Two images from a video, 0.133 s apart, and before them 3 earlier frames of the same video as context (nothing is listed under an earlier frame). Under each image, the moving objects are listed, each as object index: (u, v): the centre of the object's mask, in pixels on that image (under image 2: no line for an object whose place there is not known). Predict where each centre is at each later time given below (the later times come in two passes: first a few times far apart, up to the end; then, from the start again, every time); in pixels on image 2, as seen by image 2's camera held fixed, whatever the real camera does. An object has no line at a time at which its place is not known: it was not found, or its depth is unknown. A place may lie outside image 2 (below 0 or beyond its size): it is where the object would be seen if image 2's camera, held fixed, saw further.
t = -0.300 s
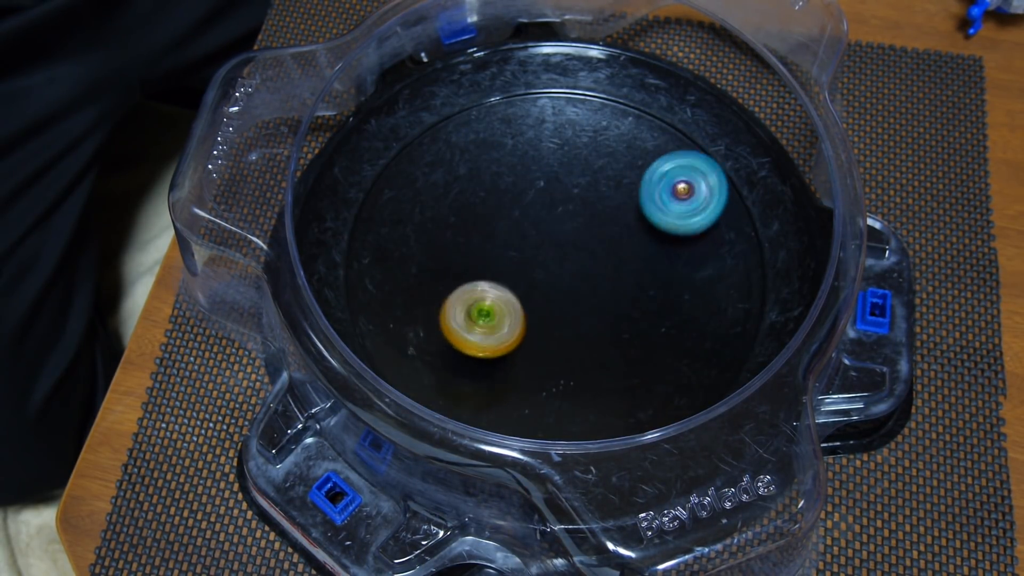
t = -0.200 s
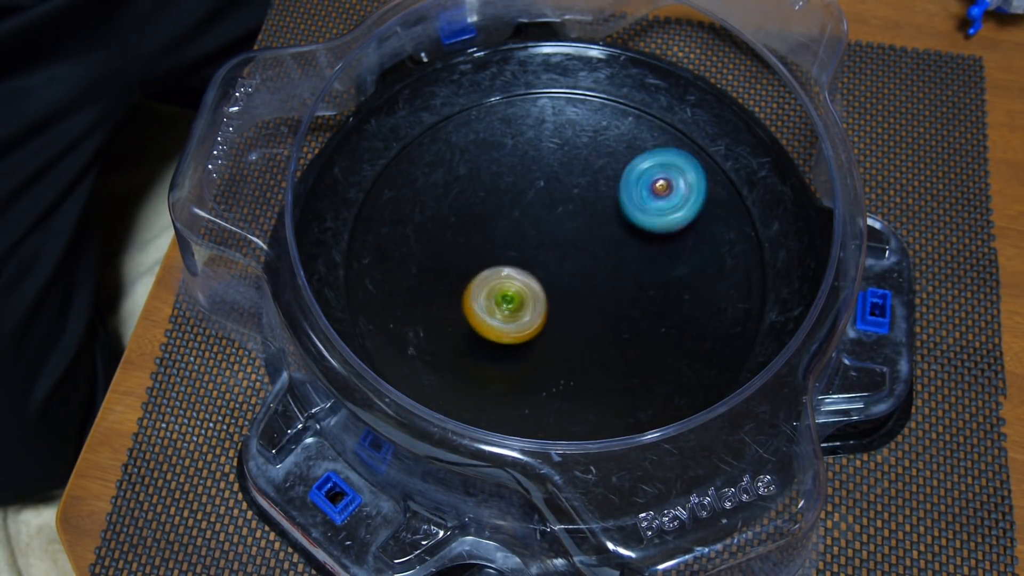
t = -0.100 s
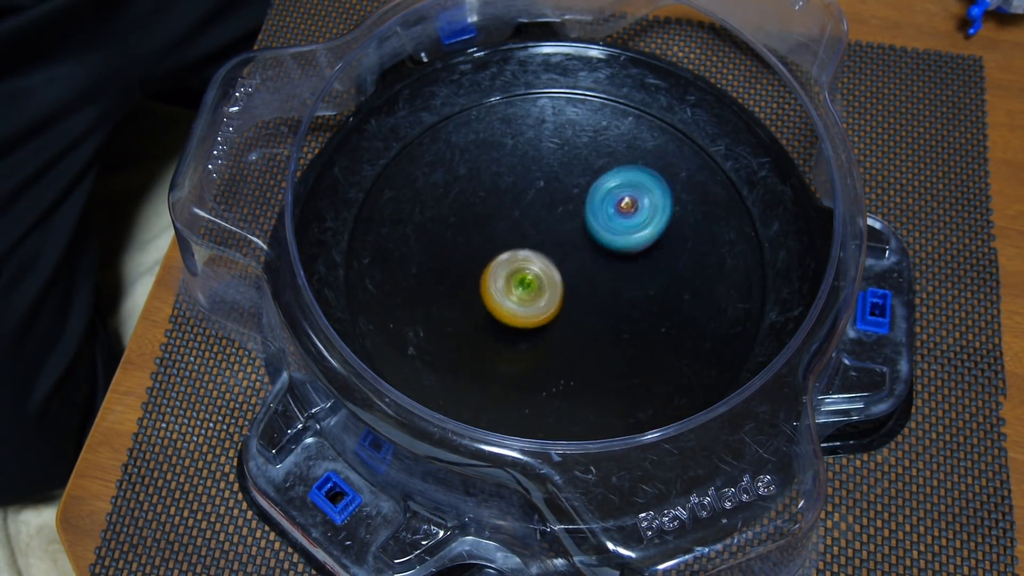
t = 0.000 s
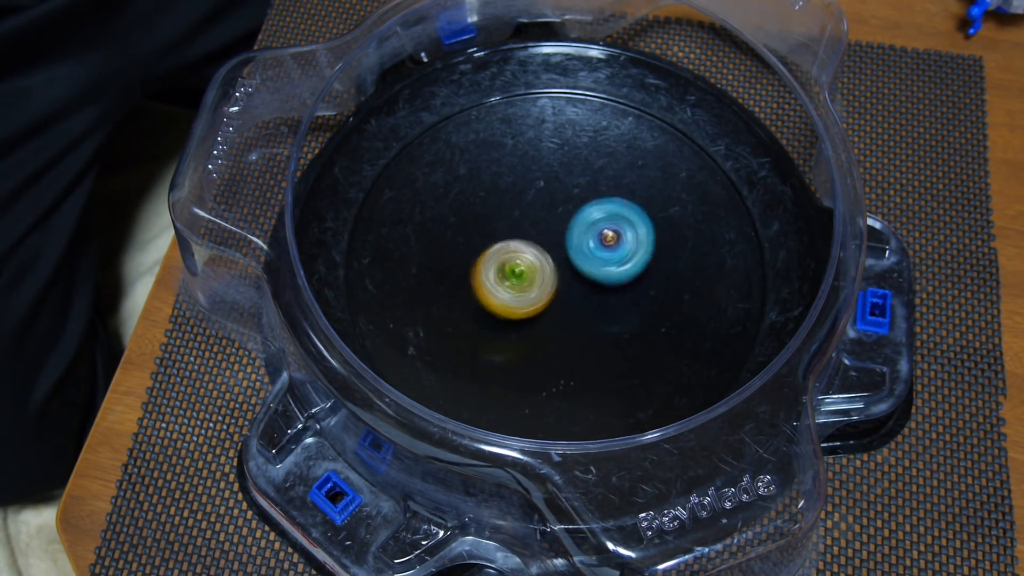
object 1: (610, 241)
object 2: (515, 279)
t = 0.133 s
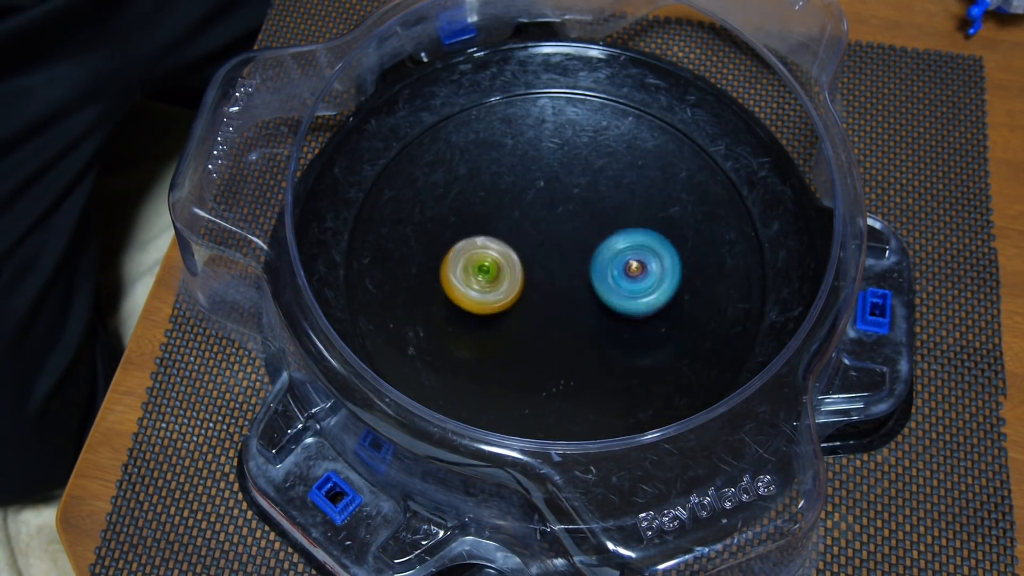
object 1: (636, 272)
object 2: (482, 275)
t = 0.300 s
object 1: (655, 290)
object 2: (501, 266)
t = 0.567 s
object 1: (617, 291)
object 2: (540, 251)
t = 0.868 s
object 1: (607, 323)
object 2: (528, 210)
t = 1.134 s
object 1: (555, 304)
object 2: (554, 224)
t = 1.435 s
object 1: (529, 344)
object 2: (573, 229)
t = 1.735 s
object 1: (521, 318)
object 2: (593, 222)
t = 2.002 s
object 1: (516, 279)
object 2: (577, 226)
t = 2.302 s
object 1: (474, 244)
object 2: (601, 241)
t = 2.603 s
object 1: (398, 244)
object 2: (680, 280)
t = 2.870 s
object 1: (511, 240)
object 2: (580, 285)
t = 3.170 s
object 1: (541, 150)
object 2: (502, 355)
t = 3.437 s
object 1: (591, 155)
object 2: (488, 279)
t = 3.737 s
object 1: (651, 219)
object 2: (550, 158)
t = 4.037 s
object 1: (654, 301)
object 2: (607, 174)
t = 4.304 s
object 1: (599, 362)
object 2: (626, 277)
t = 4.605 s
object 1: (524, 364)
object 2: (557, 289)
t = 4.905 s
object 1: (455, 297)
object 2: (551, 200)
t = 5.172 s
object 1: (478, 223)
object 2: (613, 177)
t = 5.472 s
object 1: (561, 184)
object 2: (600, 287)
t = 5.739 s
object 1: (631, 208)
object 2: (507, 296)
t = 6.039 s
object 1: (650, 283)
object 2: (492, 231)
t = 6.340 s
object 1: (586, 335)
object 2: (582, 241)
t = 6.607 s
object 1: (510, 315)
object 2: (597, 309)
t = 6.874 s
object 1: (486, 250)
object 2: (575, 329)
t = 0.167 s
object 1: (641, 278)
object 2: (484, 274)
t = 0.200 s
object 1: (646, 283)
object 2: (487, 272)
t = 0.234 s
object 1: (650, 286)
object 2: (491, 270)
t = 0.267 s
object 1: (654, 288)
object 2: (496, 268)
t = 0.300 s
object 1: (655, 290)
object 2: (501, 266)
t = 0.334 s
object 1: (655, 290)
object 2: (507, 264)
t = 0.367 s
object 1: (654, 290)
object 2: (513, 262)
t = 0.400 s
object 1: (652, 290)
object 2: (518, 261)
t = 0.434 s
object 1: (646, 289)
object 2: (523, 259)
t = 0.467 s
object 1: (640, 289)
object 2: (528, 257)
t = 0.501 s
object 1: (632, 288)
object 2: (532, 255)
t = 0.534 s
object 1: (624, 289)
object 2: (537, 254)
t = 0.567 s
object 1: (617, 291)
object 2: (540, 251)
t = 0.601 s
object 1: (618, 301)
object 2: (531, 237)
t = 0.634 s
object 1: (618, 307)
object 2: (524, 225)
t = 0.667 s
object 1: (618, 313)
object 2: (521, 217)
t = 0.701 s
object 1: (617, 317)
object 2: (520, 212)
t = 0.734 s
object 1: (616, 320)
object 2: (520, 209)
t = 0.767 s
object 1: (615, 323)
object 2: (521, 208)
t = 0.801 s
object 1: (613, 324)
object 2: (523, 208)
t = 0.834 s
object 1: (611, 324)
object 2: (525, 209)
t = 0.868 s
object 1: (607, 323)
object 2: (528, 210)
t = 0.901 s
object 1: (602, 321)
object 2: (531, 211)
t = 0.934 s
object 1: (597, 319)
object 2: (535, 213)
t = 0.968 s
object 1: (593, 316)
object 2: (538, 215)
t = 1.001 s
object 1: (586, 314)
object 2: (541, 217)
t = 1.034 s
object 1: (578, 310)
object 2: (544, 220)
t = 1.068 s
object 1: (570, 307)
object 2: (547, 222)
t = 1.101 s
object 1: (563, 303)
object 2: (551, 225)
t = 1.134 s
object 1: (555, 304)
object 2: (554, 224)
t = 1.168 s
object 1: (545, 313)
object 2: (559, 216)
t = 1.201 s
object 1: (538, 320)
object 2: (563, 211)
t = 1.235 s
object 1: (531, 327)
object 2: (566, 209)
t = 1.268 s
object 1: (527, 333)
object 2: (569, 210)
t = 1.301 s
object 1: (525, 338)
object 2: (571, 212)
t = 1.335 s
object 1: (525, 342)
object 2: (573, 216)
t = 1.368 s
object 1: (526, 345)
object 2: (573, 220)
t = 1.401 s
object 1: (527, 346)
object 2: (574, 224)
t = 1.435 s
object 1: (529, 344)
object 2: (573, 229)
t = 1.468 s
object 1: (533, 342)
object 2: (573, 233)
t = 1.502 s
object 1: (536, 337)
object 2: (572, 237)
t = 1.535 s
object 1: (540, 331)
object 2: (572, 242)
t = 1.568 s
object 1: (541, 323)
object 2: (571, 246)
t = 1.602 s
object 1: (540, 317)
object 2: (574, 245)
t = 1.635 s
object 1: (533, 319)
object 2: (582, 236)
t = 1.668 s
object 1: (528, 319)
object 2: (588, 228)
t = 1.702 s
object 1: (524, 319)
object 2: (592, 223)
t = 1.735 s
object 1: (521, 318)
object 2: (593, 222)
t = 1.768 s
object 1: (519, 316)
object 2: (592, 222)
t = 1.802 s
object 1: (518, 314)
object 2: (590, 222)
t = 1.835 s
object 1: (517, 311)
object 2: (587, 222)
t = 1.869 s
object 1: (517, 306)
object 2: (585, 223)
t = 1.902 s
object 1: (517, 300)
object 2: (583, 224)
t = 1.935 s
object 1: (517, 294)
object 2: (581, 225)
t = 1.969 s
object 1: (517, 286)
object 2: (578, 226)
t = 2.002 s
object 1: (516, 279)
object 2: (577, 226)
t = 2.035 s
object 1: (510, 274)
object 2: (580, 223)
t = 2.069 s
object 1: (506, 269)
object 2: (582, 222)
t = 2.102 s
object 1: (501, 265)
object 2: (584, 222)
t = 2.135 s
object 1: (497, 261)
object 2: (584, 223)
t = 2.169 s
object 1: (494, 258)
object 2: (583, 224)
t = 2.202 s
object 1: (493, 255)
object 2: (582, 227)
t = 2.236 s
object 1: (492, 252)
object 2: (580, 230)
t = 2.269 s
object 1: (493, 250)
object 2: (577, 233)
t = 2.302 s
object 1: (474, 244)
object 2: (601, 241)
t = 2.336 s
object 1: (452, 238)
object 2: (632, 251)
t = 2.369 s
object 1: (436, 233)
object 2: (656, 258)
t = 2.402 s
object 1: (424, 231)
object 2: (674, 264)
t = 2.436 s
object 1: (415, 230)
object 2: (686, 270)
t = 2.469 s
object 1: (407, 231)
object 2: (693, 276)
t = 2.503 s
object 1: (402, 232)
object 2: (696, 279)
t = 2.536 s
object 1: (398, 234)
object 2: (695, 279)
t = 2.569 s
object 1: (396, 238)
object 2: (688, 280)
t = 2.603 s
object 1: (398, 244)
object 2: (680, 280)
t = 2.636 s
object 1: (404, 249)
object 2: (672, 278)
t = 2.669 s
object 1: (416, 254)
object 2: (661, 275)
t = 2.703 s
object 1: (430, 257)
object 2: (647, 273)
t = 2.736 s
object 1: (446, 258)
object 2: (633, 273)
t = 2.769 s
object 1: (464, 258)
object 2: (620, 272)
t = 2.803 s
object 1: (482, 256)
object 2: (604, 271)
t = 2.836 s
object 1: (500, 252)
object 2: (587, 273)
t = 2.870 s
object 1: (511, 240)
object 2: (580, 285)
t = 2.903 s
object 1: (515, 220)
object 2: (578, 304)
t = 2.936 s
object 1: (519, 202)
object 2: (570, 319)
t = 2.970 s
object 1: (522, 189)
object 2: (564, 334)
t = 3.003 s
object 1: (525, 177)
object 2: (552, 345)
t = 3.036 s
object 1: (528, 168)
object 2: (542, 354)
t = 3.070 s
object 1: (531, 162)
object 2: (531, 357)
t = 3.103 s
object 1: (533, 157)
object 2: (519, 359)
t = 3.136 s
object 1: (536, 153)
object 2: (511, 357)
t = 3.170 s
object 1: (541, 150)
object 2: (502, 355)
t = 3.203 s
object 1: (546, 148)
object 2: (497, 350)
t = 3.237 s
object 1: (551, 146)
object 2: (490, 343)
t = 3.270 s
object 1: (557, 145)
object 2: (488, 336)
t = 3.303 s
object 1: (563, 145)
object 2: (484, 326)
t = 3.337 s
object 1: (570, 146)
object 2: (485, 317)
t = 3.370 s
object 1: (576, 148)
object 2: (484, 305)
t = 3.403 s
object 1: (583, 151)
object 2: (486, 294)
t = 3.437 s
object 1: (591, 155)
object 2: (488, 279)
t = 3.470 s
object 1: (600, 159)
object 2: (492, 268)
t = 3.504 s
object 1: (607, 164)
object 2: (496, 251)
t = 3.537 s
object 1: (615, 170)
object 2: (502, 238)
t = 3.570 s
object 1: (623, 177)
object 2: (509, 220)
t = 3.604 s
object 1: (630, 184)
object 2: (517, 207)
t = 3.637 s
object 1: (636, 192)
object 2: (524, 191)
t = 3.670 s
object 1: (641, 202)
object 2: (533, 179)
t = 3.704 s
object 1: (647, 211)
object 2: (540, 166)
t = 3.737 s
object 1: (651, 219)
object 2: (550, 158)
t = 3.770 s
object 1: (655, 229)
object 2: (557, 150)
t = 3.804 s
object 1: (658, 238)
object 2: (567, 145)
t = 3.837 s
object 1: (660, 247)
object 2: (574, 143)
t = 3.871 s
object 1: (661, 257)
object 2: (582, 142)
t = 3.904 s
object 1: (661, 267)
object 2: (587, 145)
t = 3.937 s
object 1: (660, 277)
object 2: (593, 148)
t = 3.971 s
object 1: (660, 285)
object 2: (599, 156)
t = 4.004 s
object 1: (657, 293)
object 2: (602, 164)
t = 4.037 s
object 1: (654, 301)
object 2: (607, 174)
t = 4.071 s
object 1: (651, 309)
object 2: (609, 186)
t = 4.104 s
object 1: (645, 317)
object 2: (614, 198)
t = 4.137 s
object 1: (639, 325)
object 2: (616, 214)
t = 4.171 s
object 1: (634, 331)
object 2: (620, 230)
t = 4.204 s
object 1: (627, 336)
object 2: (624, 248)
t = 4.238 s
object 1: (619, 341)
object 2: (624, 264)
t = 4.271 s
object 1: (609, 352)
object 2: (627, 272)
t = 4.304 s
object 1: (599, 362)
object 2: (626, 277)
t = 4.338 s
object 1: (590, 369)
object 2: (622, 280)
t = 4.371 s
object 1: (582, 374)
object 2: (618, 282)
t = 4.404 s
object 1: (575, 376)
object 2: (612, 286)
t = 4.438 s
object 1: (567, 377)
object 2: (605, 287)
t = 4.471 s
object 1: (559, 377)
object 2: (598, 290)
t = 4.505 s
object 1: (549, 376)
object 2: (588, 292)
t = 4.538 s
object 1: (540, 373)
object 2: (578, 291)
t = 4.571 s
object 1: (531, 369)
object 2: (567, 291)
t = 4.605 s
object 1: (524, 364)
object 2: (557, 289)
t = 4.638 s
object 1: (515, 356)
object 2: (547, 285)
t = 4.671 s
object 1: (507, 349)
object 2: (538, 281)
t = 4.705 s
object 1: (498, 342)
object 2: (529, 273)
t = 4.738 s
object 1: (487, 336)
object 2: (529, 262)
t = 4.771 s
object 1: (478, 330)
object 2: (533, 252)
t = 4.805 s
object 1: (469, 322)
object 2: (534, 240)
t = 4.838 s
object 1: (462, 314)
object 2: (537, 226)
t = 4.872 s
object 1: (457, 307)
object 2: (542, 212)
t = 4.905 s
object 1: (455, 297)
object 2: (551, 200)
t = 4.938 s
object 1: (453, 287)
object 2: (559, 190)
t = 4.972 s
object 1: (453, 277)
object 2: (567, 180)
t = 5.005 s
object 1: (453, 268)
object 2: (576, 172)
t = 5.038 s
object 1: (456, 259)
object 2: (584, 170)
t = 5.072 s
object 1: (460, 248)
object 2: (592, 169)
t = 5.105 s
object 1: (464, 239)
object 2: (600, 169)
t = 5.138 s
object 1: (469, 231)
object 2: (608, 171)
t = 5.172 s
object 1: (478, 223)
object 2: (613, 177)
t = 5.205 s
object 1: (487, 215)
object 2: (616, 185)
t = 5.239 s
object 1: (495, 208)
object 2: (619, 195)
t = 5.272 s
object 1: (503, 203)
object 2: (621, 207)
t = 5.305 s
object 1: (513, 198)
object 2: (621, 220)
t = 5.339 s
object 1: (522, 193)
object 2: (619, 234)
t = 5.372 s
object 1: (532, 189)
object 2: (617, 248)
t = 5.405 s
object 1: (540, 187)
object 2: (613, 263)
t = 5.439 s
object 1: (551, 185)
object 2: (607, 276)
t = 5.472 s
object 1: (561, 184)
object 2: (600, 287)
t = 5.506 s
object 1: (571, 184)
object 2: (593, 296)
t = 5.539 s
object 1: (580, 185)
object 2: (583, 302)
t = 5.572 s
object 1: (590, 187)
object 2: (572, 305)
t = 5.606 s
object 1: (599, 190)
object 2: (560, 308)
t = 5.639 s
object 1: (608, 192)
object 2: (546, 308)
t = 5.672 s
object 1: (616, 197)
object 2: (531, 305)
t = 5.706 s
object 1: (624, 202)
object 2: (519, 301)
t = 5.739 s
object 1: (631, 208)
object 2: (507, 296)
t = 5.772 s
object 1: (637, 214)
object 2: (496, 290)
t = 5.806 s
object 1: (642, 222)
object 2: (488, 283)
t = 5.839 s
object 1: (646, 229)
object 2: (481, 275)
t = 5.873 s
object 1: (651, 237)
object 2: (478, 268)
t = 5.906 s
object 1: (652, 247)
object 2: (478, 261)
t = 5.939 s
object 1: (654, 256)
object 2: (479, 254)
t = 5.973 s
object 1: (654, 264)
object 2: (481, 246)
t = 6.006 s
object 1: (653, 273)
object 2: (485, 238)
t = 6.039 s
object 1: (650, 283)
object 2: (492, 231)
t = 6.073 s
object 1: (647, 291)
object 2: (500, 225)
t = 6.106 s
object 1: (643, 298)
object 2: (512, 222)
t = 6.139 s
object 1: (636, 306)
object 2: (524, 219)
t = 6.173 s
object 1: (630, 314)
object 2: (536, 218)
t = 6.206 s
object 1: (623, 320)
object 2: (547, 221)
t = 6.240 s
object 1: (614, 324)
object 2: (558, 223)
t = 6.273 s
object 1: (604, 330)
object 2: (567, 228)
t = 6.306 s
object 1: (596, 333)
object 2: (575, 234)
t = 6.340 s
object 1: (586, 335)
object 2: (582, 241)
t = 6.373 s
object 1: (575, 336)
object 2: (589, 249)
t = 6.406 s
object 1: (565, 337)
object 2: (595, 257)
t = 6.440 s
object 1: (555, 335)
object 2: (601, 266)
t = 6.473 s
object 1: (545, 332)
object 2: (602, 276)
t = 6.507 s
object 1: (534, 330)
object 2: (601, 285)
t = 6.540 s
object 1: (526, 326)
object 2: (600, 293)
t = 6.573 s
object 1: (518, 320)
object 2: (599, 301)
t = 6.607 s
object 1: (510, 315)
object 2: (597, 309)
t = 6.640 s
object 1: (503, 309)
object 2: (595, 314)
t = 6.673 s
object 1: (498, 301)
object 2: (592, 320)
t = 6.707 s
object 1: (493, 293)
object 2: (590, 324)
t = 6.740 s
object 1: (488, 285)
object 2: (586, 327)
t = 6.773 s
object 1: (487, 277)
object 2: (582, 328)
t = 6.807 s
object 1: (486, 267)
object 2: (580, 329)
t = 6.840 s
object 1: (485, 258)
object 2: (577, 329)
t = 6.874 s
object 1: (486, 250)
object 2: (575, 329)
